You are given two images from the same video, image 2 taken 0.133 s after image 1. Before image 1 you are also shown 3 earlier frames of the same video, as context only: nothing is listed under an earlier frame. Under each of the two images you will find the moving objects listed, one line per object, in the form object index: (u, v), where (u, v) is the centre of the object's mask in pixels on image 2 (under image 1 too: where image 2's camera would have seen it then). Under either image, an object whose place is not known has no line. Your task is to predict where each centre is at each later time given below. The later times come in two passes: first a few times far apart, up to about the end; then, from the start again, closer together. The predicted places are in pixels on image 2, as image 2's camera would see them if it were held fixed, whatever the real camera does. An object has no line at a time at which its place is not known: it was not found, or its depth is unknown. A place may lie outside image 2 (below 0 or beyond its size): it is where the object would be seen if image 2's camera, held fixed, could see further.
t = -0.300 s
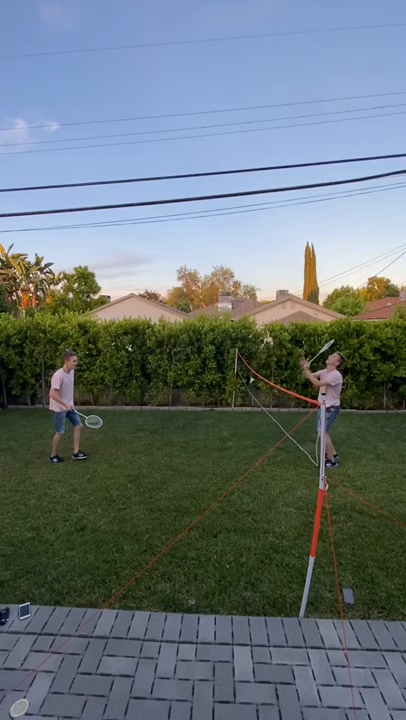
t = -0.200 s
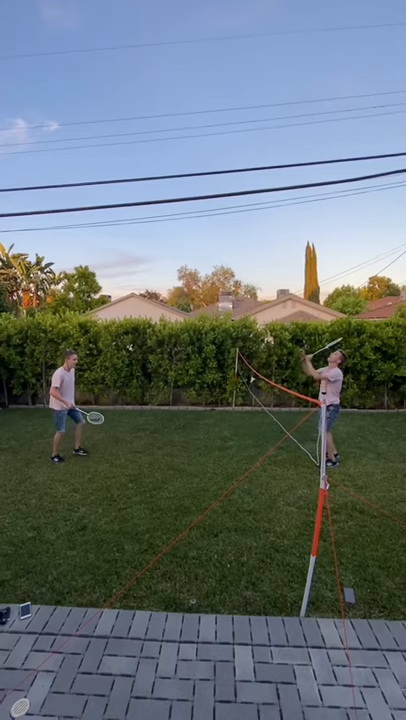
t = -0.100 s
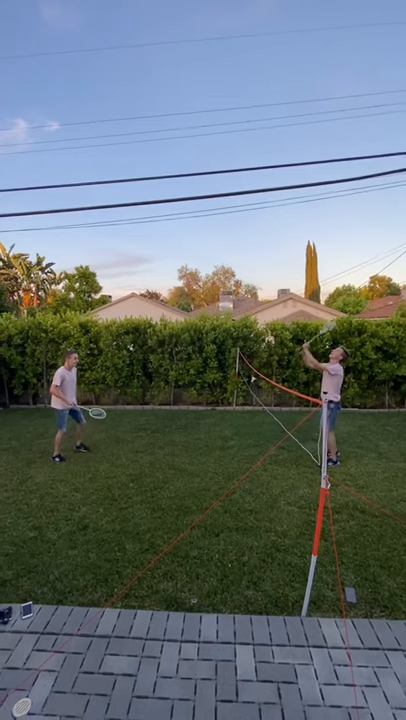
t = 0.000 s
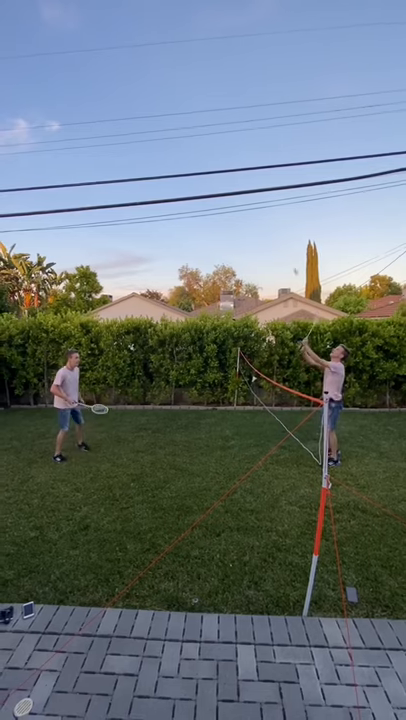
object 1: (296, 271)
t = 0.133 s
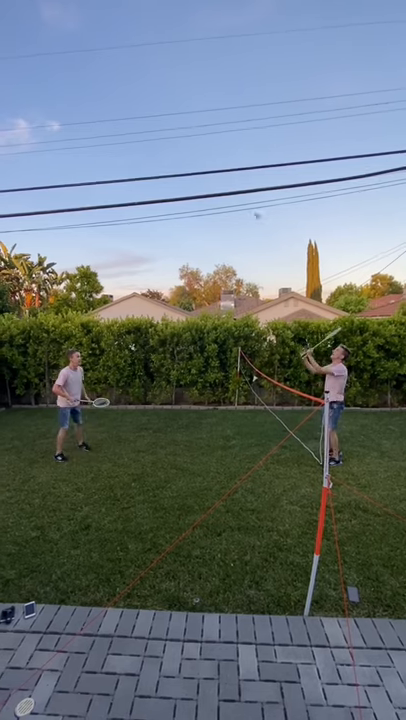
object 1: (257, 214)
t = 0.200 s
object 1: (237, 195)
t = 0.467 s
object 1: (170, 157)
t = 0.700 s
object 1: (118, 173)
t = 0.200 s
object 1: (237, 195)
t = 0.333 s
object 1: (203, 167)
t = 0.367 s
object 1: (194, 164)
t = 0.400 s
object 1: (186, 161)
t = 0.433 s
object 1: (177, 158)
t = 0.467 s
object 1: (170, 157)
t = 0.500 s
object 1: (162, 157)
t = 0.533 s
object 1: (154, 158)
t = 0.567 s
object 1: (146, 159)
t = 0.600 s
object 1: (139, 161)
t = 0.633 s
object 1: (133, 164)
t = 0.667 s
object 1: (125, 169)
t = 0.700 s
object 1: (118, 173)
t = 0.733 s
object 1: (112, 179)
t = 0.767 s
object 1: (105, 186)
